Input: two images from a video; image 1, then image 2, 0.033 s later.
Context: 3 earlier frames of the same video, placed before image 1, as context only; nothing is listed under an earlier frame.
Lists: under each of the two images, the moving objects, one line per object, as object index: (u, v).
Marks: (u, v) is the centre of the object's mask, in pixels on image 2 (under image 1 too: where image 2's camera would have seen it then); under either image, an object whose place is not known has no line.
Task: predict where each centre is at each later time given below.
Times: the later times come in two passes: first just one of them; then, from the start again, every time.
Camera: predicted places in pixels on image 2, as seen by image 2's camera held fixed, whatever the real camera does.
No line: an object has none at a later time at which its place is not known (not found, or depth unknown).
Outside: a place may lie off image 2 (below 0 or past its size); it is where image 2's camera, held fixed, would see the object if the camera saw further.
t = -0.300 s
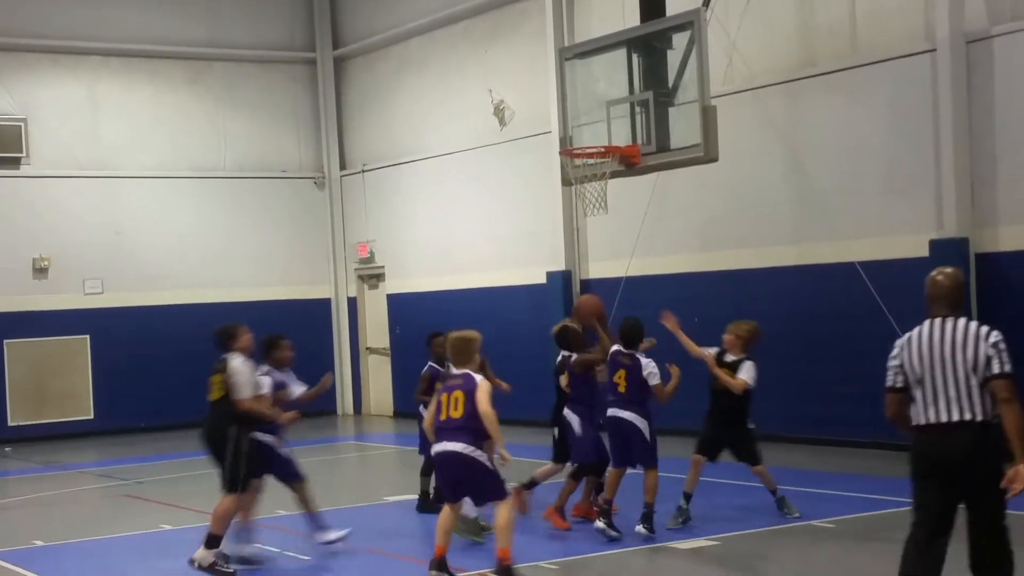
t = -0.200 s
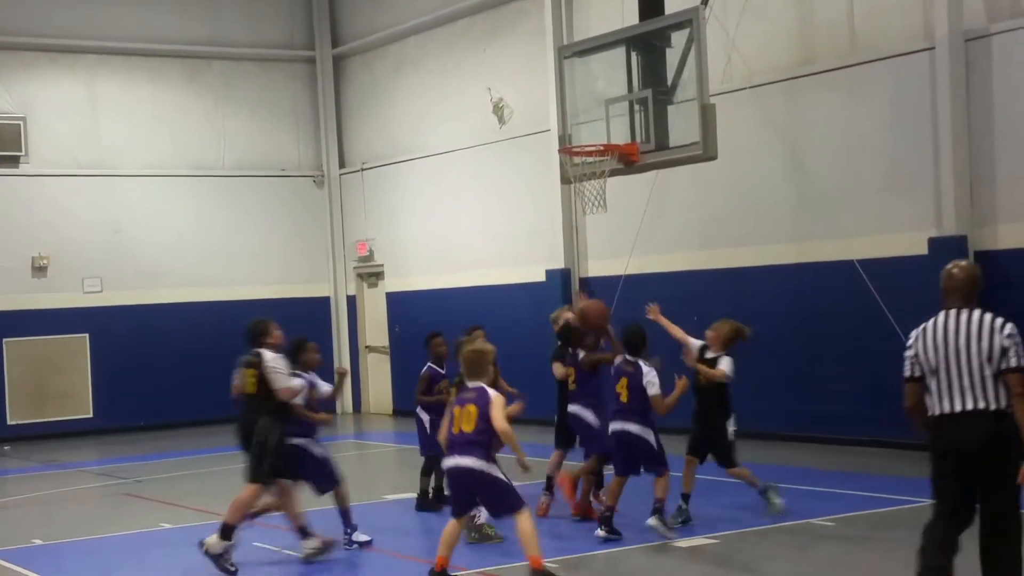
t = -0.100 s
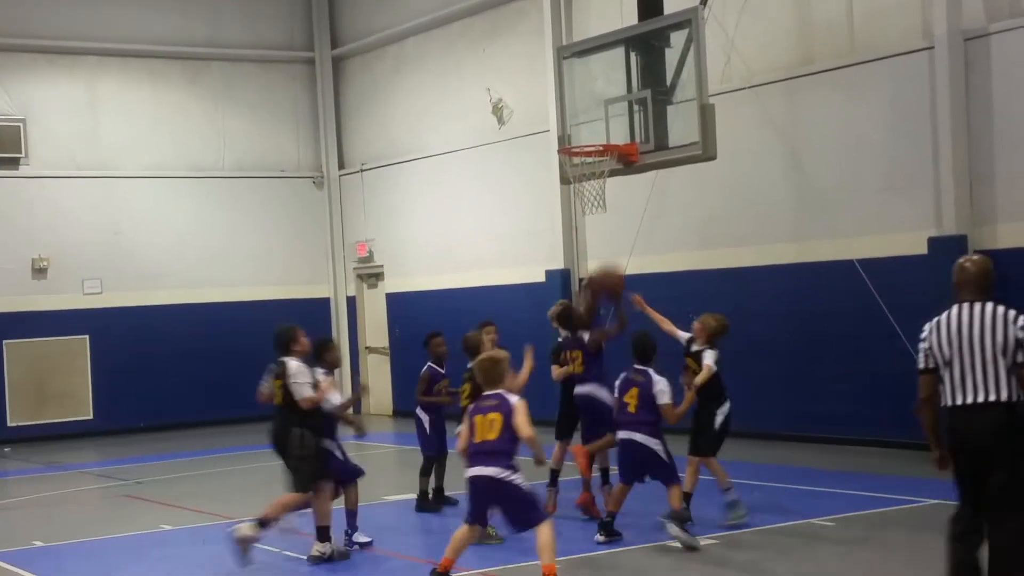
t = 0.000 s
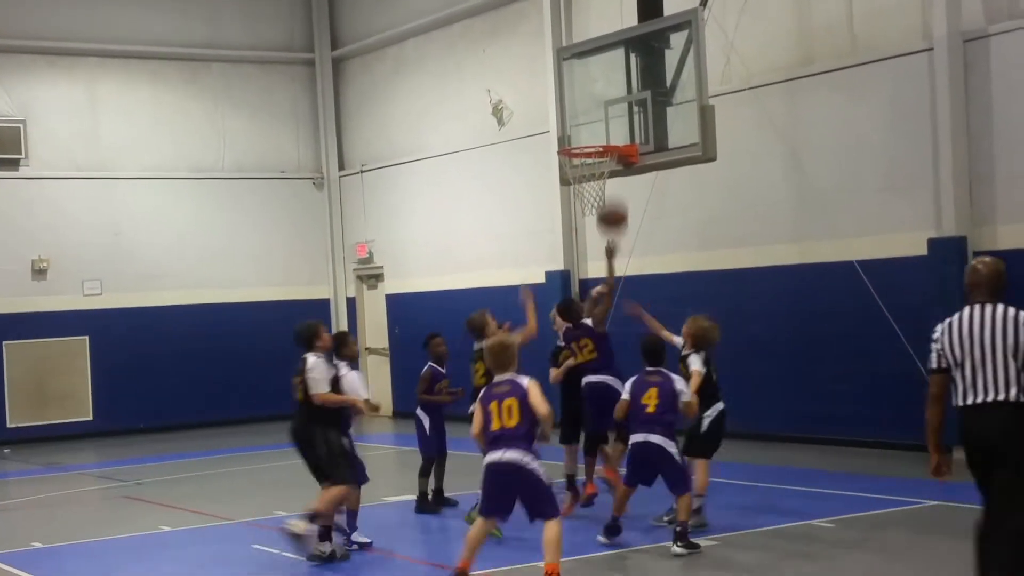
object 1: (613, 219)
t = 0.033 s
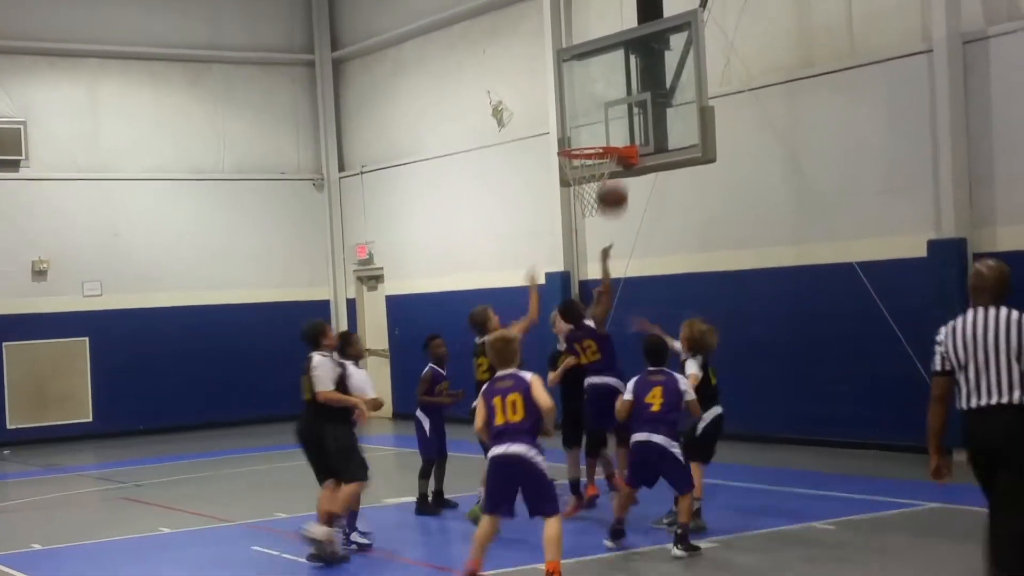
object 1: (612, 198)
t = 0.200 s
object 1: (613, 115)
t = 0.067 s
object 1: (612, 179)
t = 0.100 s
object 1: (613, 158)
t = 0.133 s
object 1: (613, 143)
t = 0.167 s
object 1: (613, 128)
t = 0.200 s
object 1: (613, 115)
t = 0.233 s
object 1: (614, 104)
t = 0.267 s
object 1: (614, 94)
